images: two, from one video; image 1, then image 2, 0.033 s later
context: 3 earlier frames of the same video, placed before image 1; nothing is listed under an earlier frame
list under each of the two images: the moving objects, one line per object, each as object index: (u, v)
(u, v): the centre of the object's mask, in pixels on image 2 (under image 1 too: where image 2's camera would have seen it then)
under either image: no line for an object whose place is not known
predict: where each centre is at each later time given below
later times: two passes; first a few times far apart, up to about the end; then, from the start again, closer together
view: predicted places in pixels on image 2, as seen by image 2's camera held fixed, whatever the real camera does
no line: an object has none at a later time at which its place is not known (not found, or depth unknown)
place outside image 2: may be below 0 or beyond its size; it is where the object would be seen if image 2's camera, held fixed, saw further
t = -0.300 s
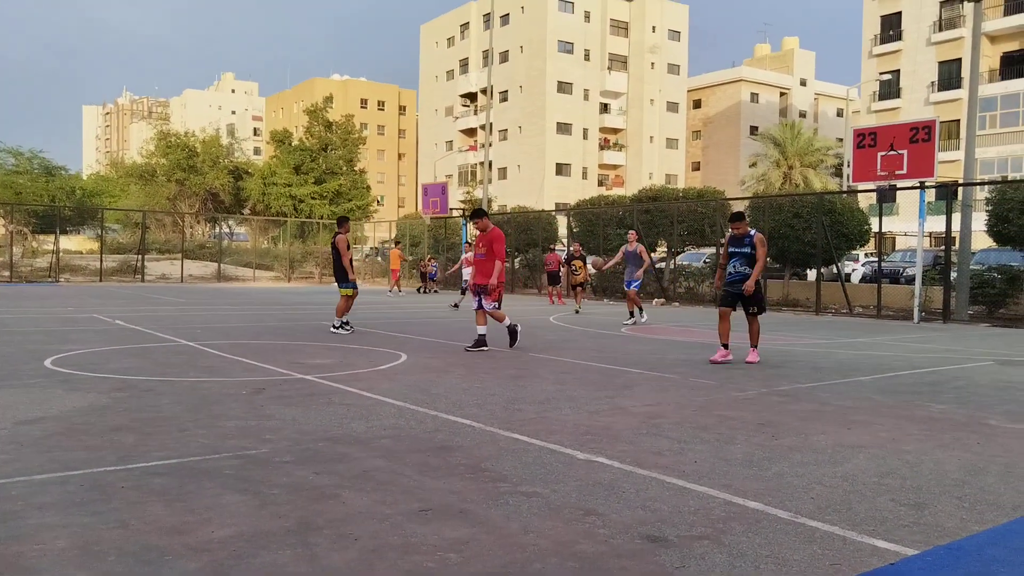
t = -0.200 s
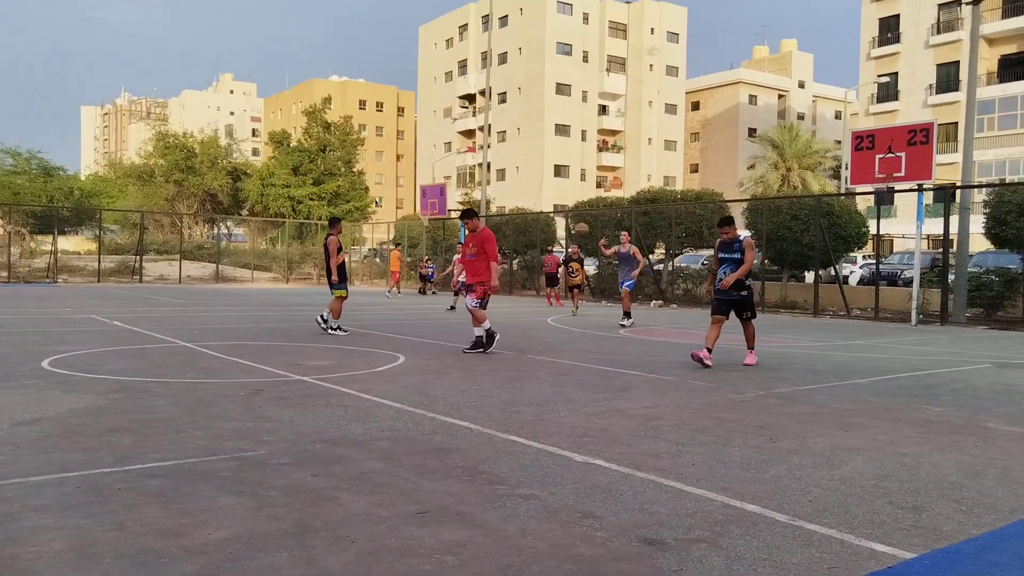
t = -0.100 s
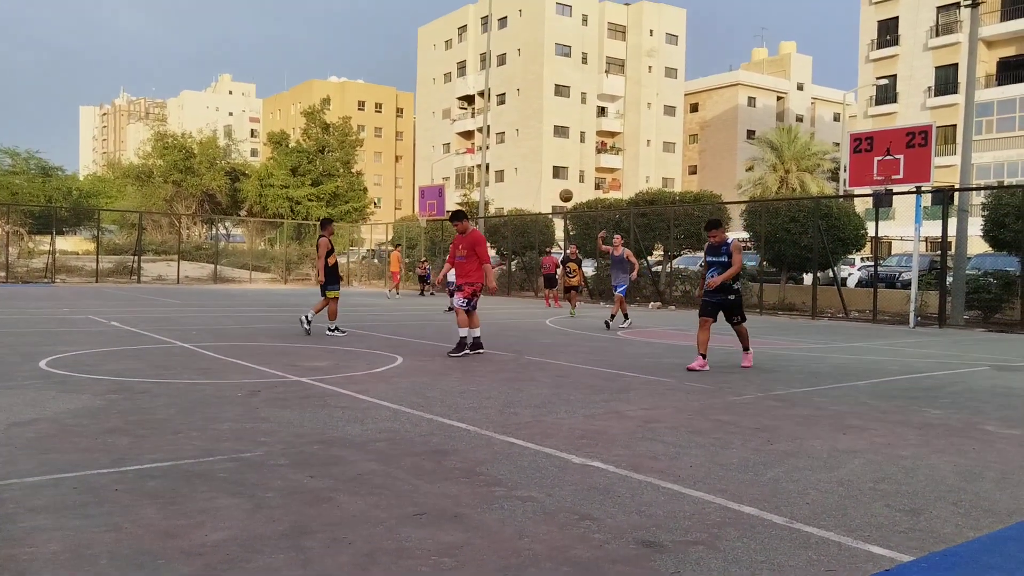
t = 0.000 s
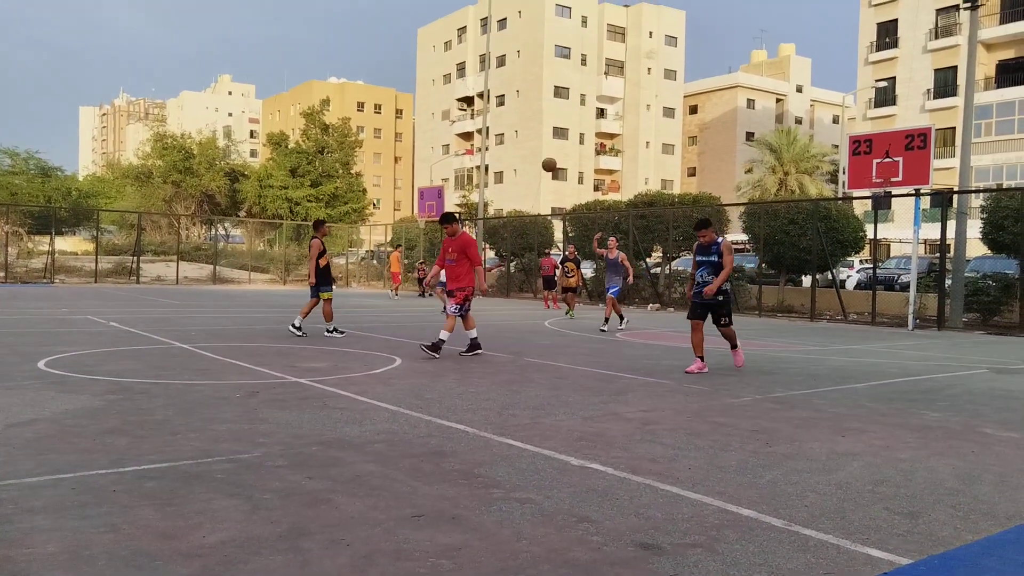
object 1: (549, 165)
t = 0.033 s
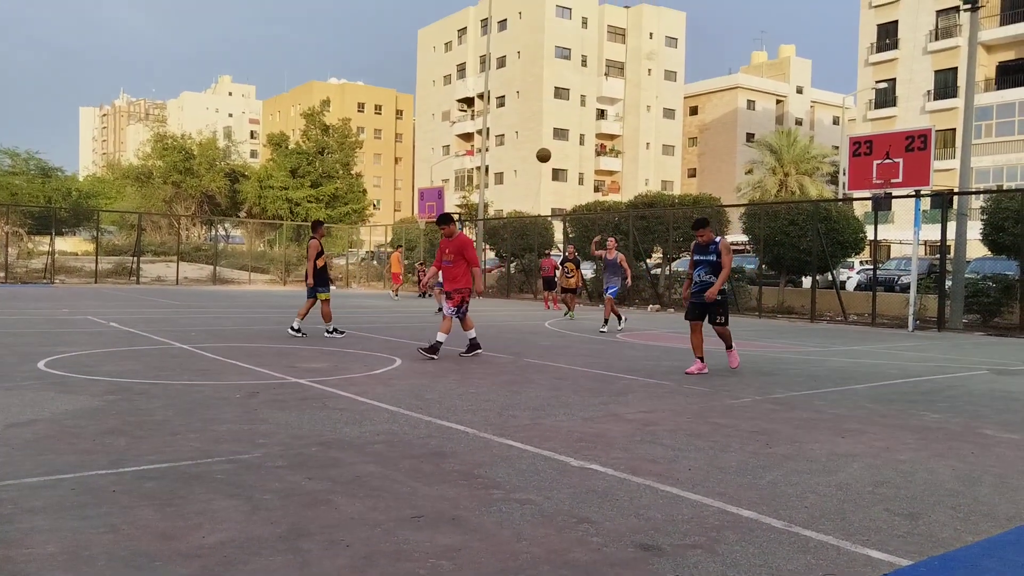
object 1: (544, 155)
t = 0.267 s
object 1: (496, 96)
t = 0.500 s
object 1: (431, 64)
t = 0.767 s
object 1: (327, 83)
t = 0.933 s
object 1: (236, 144)
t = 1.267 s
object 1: (-40, 361)
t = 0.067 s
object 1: (538, 145)
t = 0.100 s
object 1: (532, 135)
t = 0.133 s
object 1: (525, 126)
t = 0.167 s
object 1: (518, 118)
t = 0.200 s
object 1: (511, 110)
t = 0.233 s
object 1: (503, 103)
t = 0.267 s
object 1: (496, 96)
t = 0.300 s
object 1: (487, 89)
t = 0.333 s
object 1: (479, 83)
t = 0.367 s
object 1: (471, 78)
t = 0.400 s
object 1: (461, 73)
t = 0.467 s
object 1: (441, 66)
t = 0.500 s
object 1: (431, 64)
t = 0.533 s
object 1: (420, 62)
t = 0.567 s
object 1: (409, 62)
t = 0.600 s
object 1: (396, 62)
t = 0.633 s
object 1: (384, 64)
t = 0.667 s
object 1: (370, 67)
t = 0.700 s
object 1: (357, 71)
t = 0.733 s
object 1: (342, 76)
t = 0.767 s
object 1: (327, 83)
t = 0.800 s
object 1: (311, 91)
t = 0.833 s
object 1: (294, 101)
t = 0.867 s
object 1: (275, 113)
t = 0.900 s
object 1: (256, 128)
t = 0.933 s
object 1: (236, 144)
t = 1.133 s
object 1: (84, 301)
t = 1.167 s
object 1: (52, 338)
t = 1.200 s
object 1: (16, 382)
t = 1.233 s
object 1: (-14, 394)
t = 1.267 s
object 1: (-40, 361)
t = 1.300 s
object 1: (-66, 329)
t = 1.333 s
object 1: (-94, 298)
